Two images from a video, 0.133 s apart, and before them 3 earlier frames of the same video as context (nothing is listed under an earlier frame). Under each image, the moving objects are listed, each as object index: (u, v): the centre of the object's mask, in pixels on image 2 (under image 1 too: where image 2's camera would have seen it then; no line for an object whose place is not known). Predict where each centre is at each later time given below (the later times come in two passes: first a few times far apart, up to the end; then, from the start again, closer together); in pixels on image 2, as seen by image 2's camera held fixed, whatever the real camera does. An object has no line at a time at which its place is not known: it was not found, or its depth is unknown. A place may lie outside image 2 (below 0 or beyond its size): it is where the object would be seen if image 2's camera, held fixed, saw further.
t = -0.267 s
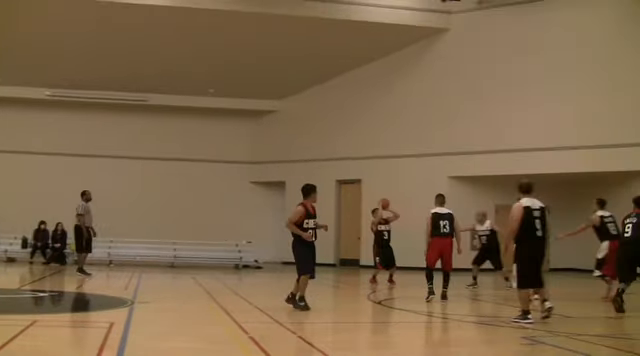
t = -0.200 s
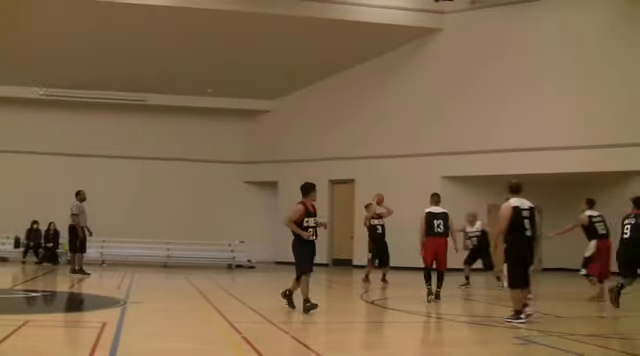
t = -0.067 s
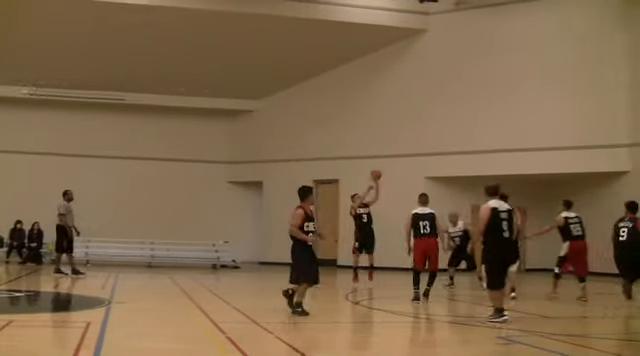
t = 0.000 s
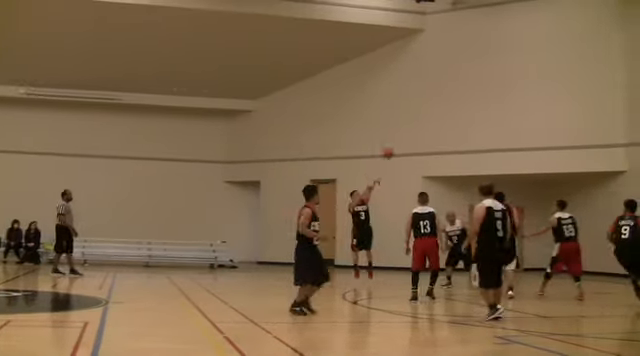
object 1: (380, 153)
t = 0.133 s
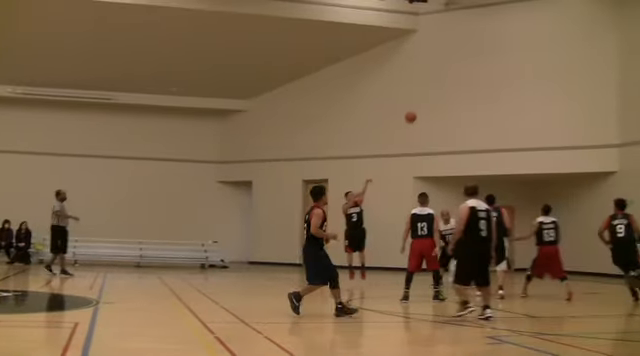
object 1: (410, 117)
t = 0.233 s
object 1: (434, 94)
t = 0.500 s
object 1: (498, 51)
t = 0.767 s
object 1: (562, 41)
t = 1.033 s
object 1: (643, 67)
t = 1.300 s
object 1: (696, 105)
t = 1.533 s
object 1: (672, 76)
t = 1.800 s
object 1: (649, 81)
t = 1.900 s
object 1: (641, 92)
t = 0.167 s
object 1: (418, 109)
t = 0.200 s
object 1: (426, 101)
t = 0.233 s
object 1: (434, 94)
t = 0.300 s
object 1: (450, 81)
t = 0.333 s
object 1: (458, 75)
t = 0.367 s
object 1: (466, 69)
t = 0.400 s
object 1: (474, 64)
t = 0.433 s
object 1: (481, 60)
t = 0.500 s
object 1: (498, 51)
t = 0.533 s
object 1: (504, 49)
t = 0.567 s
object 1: (512, 45)
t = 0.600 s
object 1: (520, 43)
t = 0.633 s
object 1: (526, 42)
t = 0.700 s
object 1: (543, 40)
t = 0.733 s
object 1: (553, 40)
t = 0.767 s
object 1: (562, 41)
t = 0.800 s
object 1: (571, 42)
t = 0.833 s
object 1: (581, 44)
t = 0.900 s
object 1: (601, 49)
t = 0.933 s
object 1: (611, 53)
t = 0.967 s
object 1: (621, 57)
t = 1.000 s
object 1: (632, 62)
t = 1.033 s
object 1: (643, 67)
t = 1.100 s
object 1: (666, 81)
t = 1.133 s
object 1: (678, 88)
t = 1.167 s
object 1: (689, 97)
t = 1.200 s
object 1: (702, 106)
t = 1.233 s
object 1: (702, 107)
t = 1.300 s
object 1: (696, 105)
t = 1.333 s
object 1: (692, 100)
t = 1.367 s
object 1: (688, 94)
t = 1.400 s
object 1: (685, 89)
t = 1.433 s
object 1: (682, 85)
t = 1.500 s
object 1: (674, 79)
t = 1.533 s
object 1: (672, 76)
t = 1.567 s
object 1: (669, 75)
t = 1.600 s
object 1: (666, 74)
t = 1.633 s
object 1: (663, 73)
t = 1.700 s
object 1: (657, 74)
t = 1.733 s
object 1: (654, 76)
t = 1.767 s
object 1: (651, 78)
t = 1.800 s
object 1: (649, 81)
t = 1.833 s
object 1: (646, 84)
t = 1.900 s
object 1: (641, 92)
